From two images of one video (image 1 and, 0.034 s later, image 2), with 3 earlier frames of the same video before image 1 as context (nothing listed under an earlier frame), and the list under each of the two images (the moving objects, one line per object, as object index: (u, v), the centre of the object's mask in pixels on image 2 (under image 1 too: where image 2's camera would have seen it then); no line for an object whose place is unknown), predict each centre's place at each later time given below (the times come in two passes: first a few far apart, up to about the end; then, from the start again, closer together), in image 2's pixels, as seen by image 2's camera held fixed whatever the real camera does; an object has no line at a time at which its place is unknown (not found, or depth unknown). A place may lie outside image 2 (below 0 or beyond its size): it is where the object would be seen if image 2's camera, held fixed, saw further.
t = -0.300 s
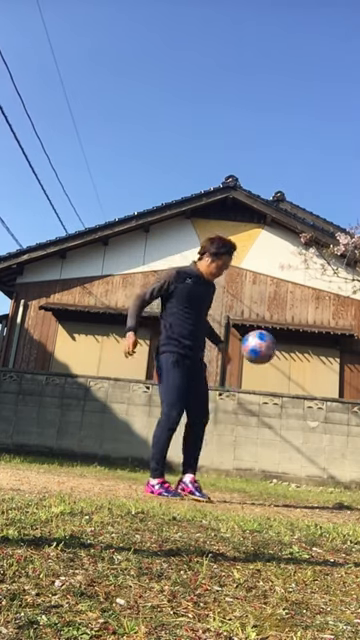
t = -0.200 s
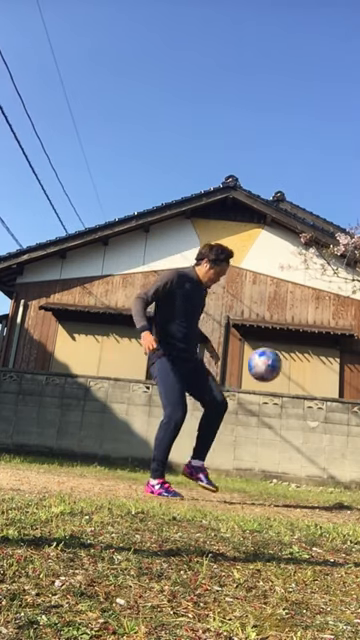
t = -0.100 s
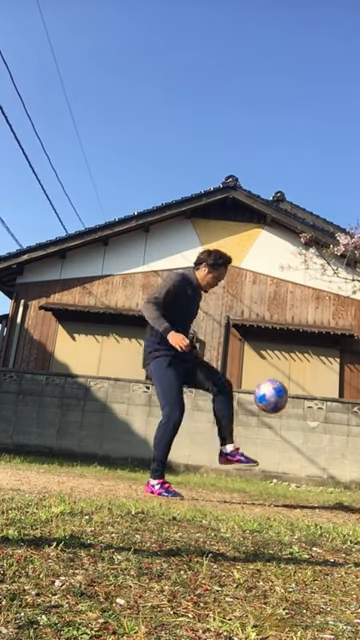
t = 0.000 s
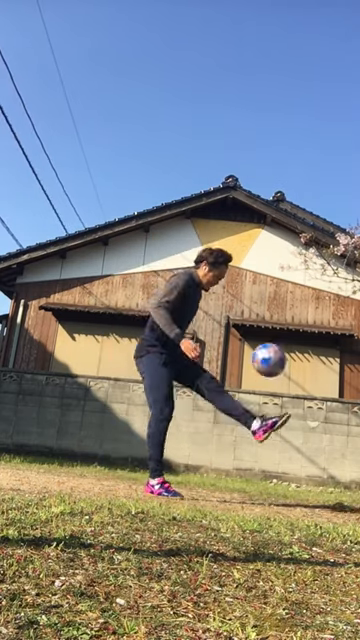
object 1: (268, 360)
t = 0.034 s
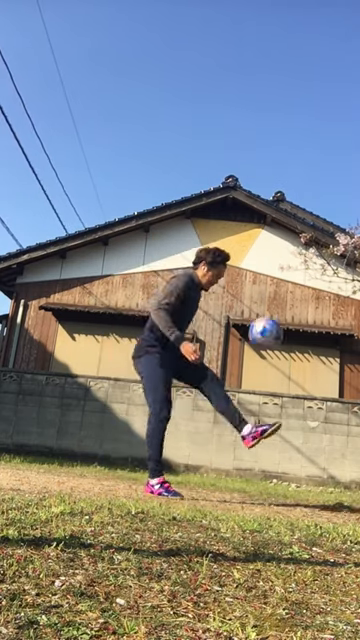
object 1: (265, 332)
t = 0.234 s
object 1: (250, 213)
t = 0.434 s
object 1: (229, 152)
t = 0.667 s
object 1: (201, 149)
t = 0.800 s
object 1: (181, 176)
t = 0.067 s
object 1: (263, 308)
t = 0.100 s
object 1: (261, 287)
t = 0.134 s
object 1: (259, 264)
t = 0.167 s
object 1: (257, 244)
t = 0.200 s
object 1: (253, 227)
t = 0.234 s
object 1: (250, 213)
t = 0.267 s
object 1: (245, 199)
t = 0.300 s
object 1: (244, 187)
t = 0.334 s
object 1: (241, 174)
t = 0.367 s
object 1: (238, 165)
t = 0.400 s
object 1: (233, 158)
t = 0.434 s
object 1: (229, 152)
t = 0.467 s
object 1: (226, 148)
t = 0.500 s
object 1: (223, 144)
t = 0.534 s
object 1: (219, 142)
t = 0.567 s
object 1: (214, 140)
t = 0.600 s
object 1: (209, 141)
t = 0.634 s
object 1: (205, 145)
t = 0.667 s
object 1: (201, 149)
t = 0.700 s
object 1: (197, 153)
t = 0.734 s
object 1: (193, 159)
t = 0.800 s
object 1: (181, 176)
